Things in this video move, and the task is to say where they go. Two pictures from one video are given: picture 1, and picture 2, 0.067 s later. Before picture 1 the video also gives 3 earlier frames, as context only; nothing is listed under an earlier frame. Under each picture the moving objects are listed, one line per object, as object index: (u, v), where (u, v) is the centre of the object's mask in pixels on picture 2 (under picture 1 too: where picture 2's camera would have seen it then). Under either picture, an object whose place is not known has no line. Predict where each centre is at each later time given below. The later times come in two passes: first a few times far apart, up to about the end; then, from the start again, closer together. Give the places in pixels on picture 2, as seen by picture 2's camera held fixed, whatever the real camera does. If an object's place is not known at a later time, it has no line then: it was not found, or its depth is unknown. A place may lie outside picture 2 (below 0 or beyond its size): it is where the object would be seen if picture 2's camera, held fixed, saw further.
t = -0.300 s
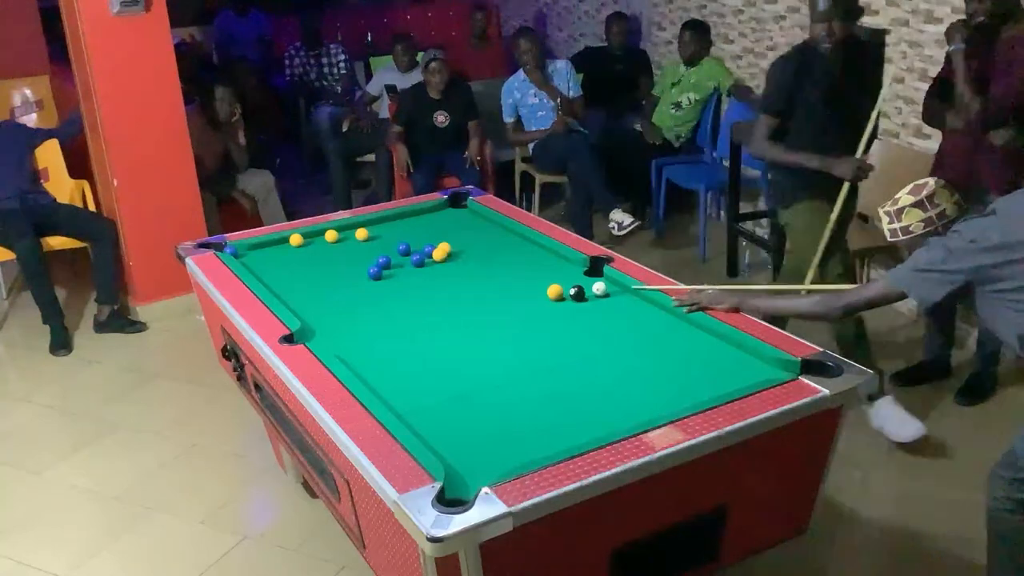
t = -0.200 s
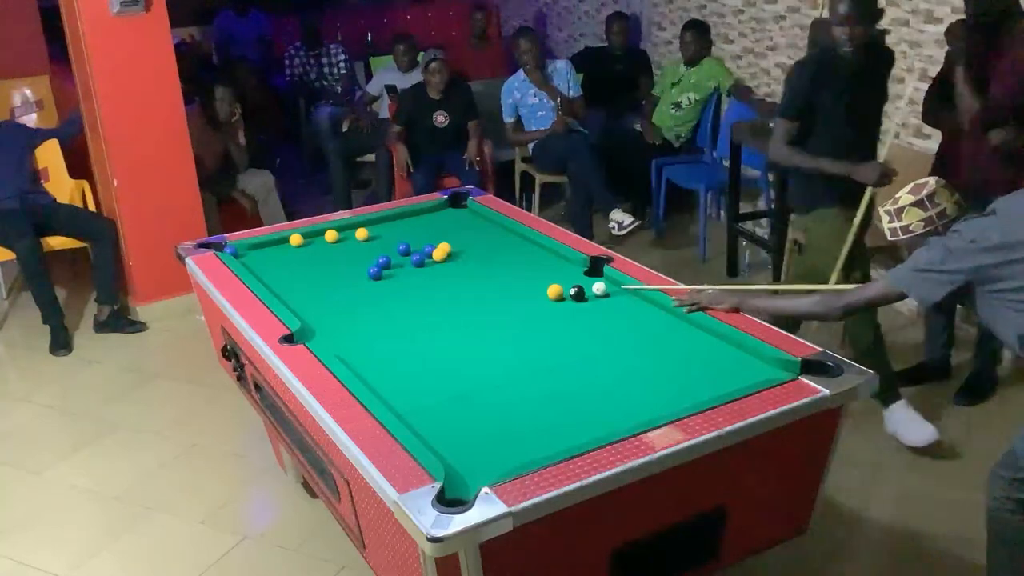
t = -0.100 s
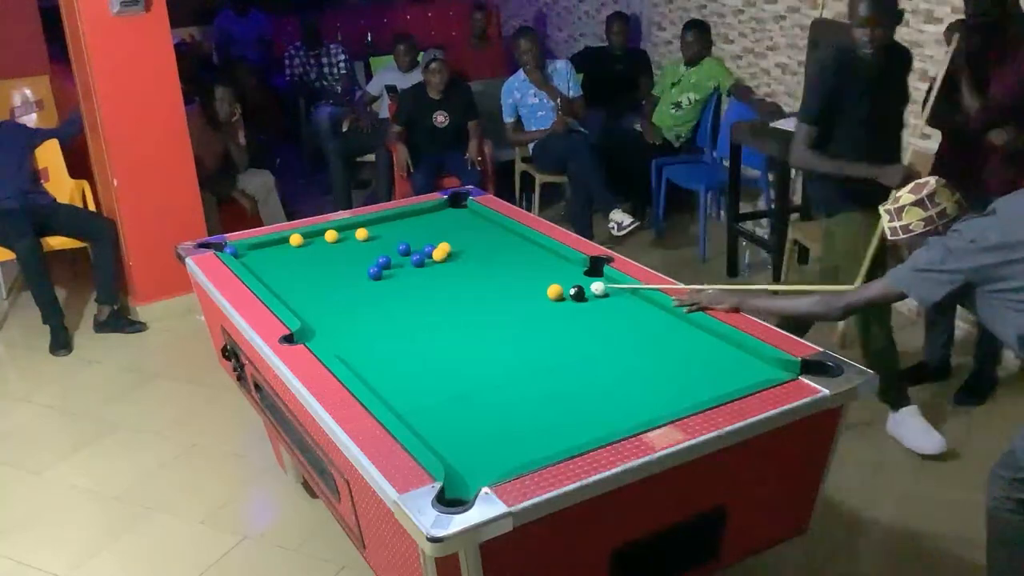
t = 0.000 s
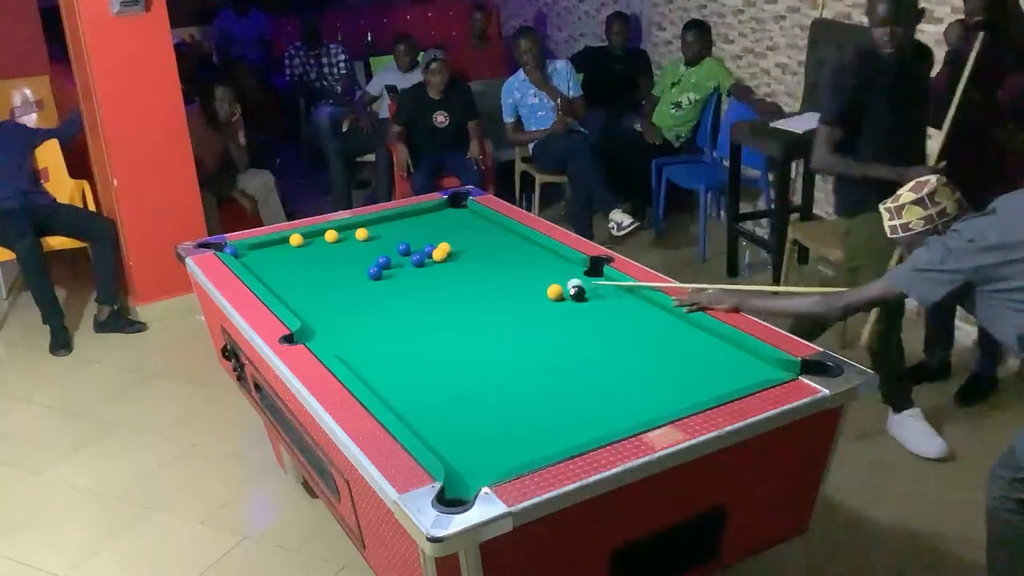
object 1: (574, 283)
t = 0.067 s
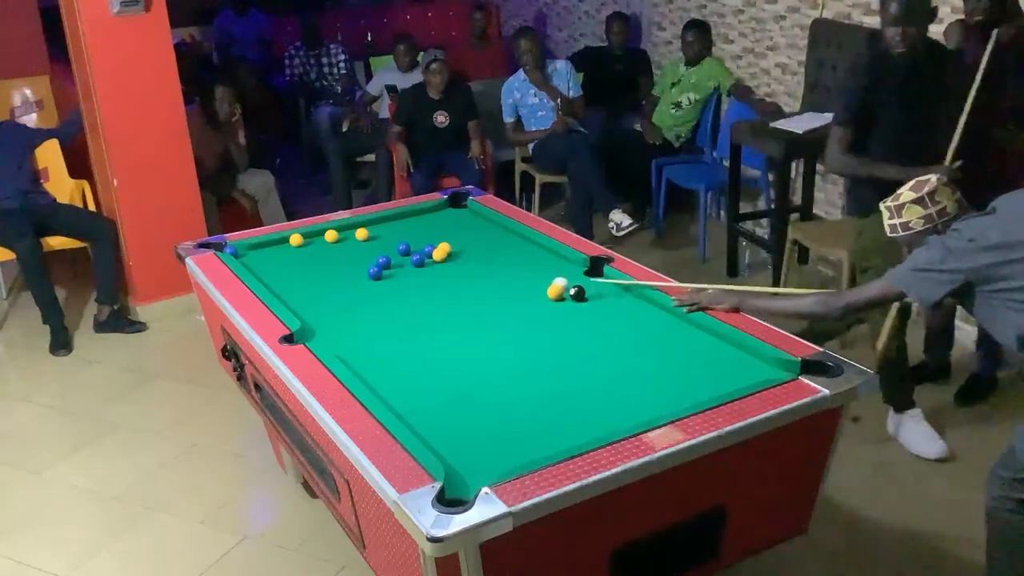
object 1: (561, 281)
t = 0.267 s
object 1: (517, 279)
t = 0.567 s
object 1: (457, 272)
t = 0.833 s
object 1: (409, 266)
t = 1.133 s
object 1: (388, 265)
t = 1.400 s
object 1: (378, 263)
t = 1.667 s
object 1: (367, 264)
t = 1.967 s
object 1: (358, 267)
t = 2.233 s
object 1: (351, 268)
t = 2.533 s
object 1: (344, 268)
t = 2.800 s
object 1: (339, 268)
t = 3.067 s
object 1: (336, 268)
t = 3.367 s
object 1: (334, 269)
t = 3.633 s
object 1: (334, 269)
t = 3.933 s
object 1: (334, 269)
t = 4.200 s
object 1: (334, 269)
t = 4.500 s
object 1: (334, 269)
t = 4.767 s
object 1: (334, 269)
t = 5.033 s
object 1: (334, 269)
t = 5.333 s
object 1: (334, 269)
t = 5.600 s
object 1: (334, 269)
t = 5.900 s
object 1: (334, 269)
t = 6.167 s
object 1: (334, 269)
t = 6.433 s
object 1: (334, 269)
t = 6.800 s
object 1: (335, 266)
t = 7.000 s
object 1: (334, 269)
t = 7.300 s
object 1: (334, 269)
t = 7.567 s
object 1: (334, 269)
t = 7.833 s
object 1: (334, 269)
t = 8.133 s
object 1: (334, 268)
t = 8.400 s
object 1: (334, 269)
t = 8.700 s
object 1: (334, 269)
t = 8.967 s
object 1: (334, 269)
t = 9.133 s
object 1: (337, 267)
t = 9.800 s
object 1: (334, 269)
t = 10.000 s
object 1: (334, 269)
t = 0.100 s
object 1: (552, 281)
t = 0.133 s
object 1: (545, 281)
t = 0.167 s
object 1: (538, 281)
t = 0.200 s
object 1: (531, 280)
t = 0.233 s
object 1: (524, 280)
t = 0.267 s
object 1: (517, 279)
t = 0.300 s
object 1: (510, 278)
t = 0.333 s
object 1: (503, 277)
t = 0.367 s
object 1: (497, 277)
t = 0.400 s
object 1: (490, 276)
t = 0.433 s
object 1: (484, 275)
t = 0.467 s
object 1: (477, 274)
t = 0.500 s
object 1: (470, 274)
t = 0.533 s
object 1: (464, 273)
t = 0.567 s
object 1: (457, 272)
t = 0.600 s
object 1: (451, 271)
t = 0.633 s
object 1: (445, 271)
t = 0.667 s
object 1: (439, 270)
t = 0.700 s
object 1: (433, 269)
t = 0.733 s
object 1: (427, 268)
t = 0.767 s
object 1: (420, 267)
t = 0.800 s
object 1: (414, 267)
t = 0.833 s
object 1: (409, 266)
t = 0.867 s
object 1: (403, 265)
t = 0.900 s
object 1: (397, 264)
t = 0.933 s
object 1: (394, 264)
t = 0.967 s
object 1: (393, 264)
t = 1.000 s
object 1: (392, 265)
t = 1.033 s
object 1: (391, 265)
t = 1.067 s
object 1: (390, 265)
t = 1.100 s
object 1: (389, 265)
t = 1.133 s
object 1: (388, 265)
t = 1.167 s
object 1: (386, 265)
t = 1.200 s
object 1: (385, 265)
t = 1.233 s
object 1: (384, 265)
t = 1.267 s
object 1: (383, 264)
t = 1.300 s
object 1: (382, 264)
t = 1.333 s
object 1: (381, 264)
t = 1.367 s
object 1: (379, 263)
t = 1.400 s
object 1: (378, 263)
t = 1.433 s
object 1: (377, 263)
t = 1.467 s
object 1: (375, 263)
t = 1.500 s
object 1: (374, 263)
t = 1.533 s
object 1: (372, 263)
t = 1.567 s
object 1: (371, 264)
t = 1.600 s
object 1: (369, 264)
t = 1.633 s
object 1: (368, 264)
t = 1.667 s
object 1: (367, 264)
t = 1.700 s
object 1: (366, 265)
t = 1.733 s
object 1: (365, 265)
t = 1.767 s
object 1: (364, 266)
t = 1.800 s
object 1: (363, 266)
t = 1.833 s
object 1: (362, 266)
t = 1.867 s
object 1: (361, 266)
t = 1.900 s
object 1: (360, 267)
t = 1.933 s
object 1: (359, 267)
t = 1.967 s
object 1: (358, 267)
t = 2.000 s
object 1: (357, 267)
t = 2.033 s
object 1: (356, 267)
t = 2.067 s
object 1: (355, 267)
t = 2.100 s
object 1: (354, 267)
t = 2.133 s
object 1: (353, 267)
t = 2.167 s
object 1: (352, 268)
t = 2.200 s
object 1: (351, 268)
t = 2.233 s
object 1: (351, 268)
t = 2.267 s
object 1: (350, 268)
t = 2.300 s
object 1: (349, 268)
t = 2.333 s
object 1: (348, 268)
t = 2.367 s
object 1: (347, 268)
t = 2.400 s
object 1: (347, 268)
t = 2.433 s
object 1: (346, 268)
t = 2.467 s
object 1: (345, 268)
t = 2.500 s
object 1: (344, 268)
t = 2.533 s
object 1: (344, 268)
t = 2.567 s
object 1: (343, 268)
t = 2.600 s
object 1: (342, 268)
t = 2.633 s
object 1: (342, 268)
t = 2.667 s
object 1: (341, 268)
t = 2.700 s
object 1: (341, 268)
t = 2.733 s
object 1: (340, 268)
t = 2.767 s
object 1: (340, 268)
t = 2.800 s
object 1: (339, 268)
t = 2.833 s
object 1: (339, 268)
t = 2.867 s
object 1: (338, 268)
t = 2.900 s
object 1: (338, 268)
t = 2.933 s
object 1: (337, 268)
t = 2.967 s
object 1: (337, 268)
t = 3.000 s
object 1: (337, 268)
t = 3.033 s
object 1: (336, 268)
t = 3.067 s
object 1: (336, 268)
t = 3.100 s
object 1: (336, 268)
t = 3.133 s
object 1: (335, 268)
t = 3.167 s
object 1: (335, 268)
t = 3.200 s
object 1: (335, 268)
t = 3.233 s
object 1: (334, 268)
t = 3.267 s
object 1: (334, 268)
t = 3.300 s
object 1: (334, 268)
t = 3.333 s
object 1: (334, 269)
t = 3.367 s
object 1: (334, 269)
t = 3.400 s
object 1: (334, 268)
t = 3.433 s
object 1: (334, 268)
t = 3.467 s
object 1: (334, 269)
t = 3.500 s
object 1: (334, 269)
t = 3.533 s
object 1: (334, 269)
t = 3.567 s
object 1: (334, 269)
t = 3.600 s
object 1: (334, 269)
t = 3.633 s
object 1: (334, 269)
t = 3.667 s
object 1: (334, 269)
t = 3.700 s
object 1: (334, 269)
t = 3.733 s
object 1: (334, 269)
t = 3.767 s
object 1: (334, 269)
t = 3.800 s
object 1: (334, 269)
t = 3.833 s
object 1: (334, 269)
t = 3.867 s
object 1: (334, 269)
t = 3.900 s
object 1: (334, 269)
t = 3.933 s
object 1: (334, 269)
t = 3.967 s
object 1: (334, 269)
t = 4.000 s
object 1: (334, 269)
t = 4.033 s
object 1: (334, 269)
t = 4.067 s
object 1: (334, 269)
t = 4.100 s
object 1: (334, 269)
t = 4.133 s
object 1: (334, 269)
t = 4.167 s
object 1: (334, 269)
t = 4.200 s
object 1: (334, 269)
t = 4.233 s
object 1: (334, 269)
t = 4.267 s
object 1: (334, 269)
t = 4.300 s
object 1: (334, 269)
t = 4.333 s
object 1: (334, 269)
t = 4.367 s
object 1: (334, 269)
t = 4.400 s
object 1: (334, 269)
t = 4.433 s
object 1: (334, 269)
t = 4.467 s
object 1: (334, 269)
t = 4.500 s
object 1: (334, 269)
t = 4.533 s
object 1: (334, 269)
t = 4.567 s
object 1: (334, 269)
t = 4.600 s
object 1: (334, 269)
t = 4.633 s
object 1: (334, 269)
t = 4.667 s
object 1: (334, 269)
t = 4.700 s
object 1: (334, 269)
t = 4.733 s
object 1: (334, 269)
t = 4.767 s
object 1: (334, 269)
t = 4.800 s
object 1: (334, 269)
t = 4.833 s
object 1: (334, 269)
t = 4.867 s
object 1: (334, 269)
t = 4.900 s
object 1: (334, 269)
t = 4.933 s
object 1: (334, 269)
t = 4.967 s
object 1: (334, 269)
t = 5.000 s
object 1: (334, 269)
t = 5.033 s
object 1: (334, 269)
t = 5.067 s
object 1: (334, 269)
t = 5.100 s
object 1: (334, 269)
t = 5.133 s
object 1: (334, 269)
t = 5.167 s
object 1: (334, 269)
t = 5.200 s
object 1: (334, 269)
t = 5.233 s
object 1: (334, 269)
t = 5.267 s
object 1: (334, 269)
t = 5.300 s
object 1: (334, 269)
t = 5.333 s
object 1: (334, 269)
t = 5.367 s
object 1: (334, 269)
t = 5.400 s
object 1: (334, 269)
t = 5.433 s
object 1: (334, 269)
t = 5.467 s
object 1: (334, 269)
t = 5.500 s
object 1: (334, 269)
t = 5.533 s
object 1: (334, 269)
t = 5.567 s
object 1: (334, 269)
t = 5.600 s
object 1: (334, 269)
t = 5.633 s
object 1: (334, 269)
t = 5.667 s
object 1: (334, 269)
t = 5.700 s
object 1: (334, 269)
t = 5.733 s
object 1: (334, 269)
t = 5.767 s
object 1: (334, 269)
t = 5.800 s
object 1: (334, 269)
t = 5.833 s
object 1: (334, 269)
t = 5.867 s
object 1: (334, 269)
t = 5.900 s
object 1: (334, 269)
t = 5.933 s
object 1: (334, 269)
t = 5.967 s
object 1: (334, 269)
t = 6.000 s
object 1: (334, 269)
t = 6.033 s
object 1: (334, 269)
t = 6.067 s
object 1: (334, 269)
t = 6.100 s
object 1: (334, 269)
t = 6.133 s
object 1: (334, 269)
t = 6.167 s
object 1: (334, 269)
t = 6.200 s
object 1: (334, 269)
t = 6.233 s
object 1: (334, 269)
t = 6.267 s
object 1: (334, 269)
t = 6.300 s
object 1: (334, 269)
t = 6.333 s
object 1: (334, 269)
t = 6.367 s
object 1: (334, 269)
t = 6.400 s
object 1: (334, 269)
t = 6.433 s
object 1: (334, 269)
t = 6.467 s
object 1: (334, 269)
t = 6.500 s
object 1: (334, 269)
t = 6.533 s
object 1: (334, 269)
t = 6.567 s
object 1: (334, 269)
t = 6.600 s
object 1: (334, 269)
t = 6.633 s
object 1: (330, 270)
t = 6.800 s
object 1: (335, 266)
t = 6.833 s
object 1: (334, 268)
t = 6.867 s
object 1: (334, 268)
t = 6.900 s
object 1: (334, 268)
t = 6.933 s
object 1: (334, 269)
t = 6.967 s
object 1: (334, 269)
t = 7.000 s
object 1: (334, 269)
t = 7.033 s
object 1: (334, 269)
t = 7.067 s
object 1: (334, 269)
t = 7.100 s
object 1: (334, 269)
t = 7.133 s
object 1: (334, 269)
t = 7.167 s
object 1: (334, 269)
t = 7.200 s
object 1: (334, 269)
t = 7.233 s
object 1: (334, 269)
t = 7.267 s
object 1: (334, 268)
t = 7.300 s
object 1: (334, 269)
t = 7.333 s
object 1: (334, 269)
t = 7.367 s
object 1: (334, 269)
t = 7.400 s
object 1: (334, 269)
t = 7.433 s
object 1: (334, 269)
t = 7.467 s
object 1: (334, 269)
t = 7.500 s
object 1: (334, 269)
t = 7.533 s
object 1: (334, 269)
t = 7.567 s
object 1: (334, 269)
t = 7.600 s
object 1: (334, 269)
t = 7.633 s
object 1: (334, 269)
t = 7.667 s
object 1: (334, 269)
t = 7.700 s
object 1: (334, 269)
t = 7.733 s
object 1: (334, 269)
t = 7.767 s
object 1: (334, 269)
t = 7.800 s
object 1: (334, 269)
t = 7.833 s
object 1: (334, 269)
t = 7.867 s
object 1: (334, 269)
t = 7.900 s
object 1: (334, 269)
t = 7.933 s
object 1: (334, 269)
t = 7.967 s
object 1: (334, 269)
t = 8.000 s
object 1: (334, 269)
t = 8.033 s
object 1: (334, 269)
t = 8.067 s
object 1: (334, 269)
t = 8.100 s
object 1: (334, 269)
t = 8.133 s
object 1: (334, 268)
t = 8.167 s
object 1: (334, 268)
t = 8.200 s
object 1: (334, 269)
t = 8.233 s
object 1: (334, 269)
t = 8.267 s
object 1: (334, 268)
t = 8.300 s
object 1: (334, 269)
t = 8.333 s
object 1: (334, 269)
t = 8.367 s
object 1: (334, 269)
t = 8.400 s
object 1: (334, 269)
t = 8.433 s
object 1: (334, 269)
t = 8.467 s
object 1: (334, 269)
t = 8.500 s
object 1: (334, 268)
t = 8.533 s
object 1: (334, 269)
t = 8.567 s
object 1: (334, 269)
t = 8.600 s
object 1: (334, 269)
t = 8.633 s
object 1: (334, 269)
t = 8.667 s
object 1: (334, 269)
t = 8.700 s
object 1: (334, 269)
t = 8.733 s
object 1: (334, 269)
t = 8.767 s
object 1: (334, 269)
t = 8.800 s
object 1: (334, 269)
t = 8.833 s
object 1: (334, 269)
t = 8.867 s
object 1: (334, 269)
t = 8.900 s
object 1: (334, 269)
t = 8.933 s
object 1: (334, 269)
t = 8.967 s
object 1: (334, 269)
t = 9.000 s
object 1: (334, 269)
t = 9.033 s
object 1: (334, 269)
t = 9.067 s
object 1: (334, 269)
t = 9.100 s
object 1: (335, 268)
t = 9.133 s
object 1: (337, 267)
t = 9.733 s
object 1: (332, 265)
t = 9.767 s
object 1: (333, 267)
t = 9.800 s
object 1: (334, 269)
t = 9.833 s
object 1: (334, 269)
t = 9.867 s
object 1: (334, 269)
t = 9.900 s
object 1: (334, 269)
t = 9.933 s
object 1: (334, 269)
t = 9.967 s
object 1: (334, 269)
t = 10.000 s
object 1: (334, 269)
